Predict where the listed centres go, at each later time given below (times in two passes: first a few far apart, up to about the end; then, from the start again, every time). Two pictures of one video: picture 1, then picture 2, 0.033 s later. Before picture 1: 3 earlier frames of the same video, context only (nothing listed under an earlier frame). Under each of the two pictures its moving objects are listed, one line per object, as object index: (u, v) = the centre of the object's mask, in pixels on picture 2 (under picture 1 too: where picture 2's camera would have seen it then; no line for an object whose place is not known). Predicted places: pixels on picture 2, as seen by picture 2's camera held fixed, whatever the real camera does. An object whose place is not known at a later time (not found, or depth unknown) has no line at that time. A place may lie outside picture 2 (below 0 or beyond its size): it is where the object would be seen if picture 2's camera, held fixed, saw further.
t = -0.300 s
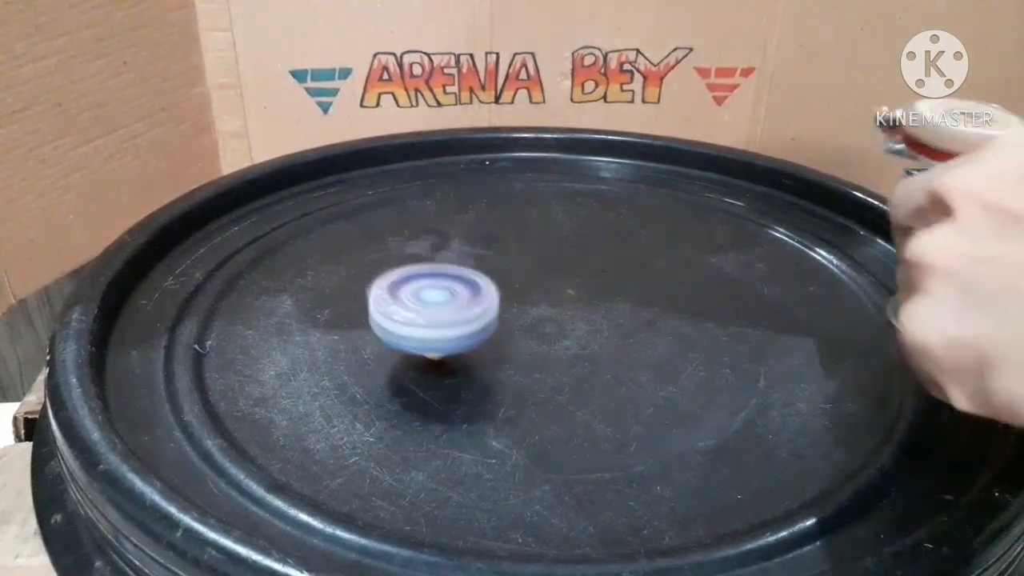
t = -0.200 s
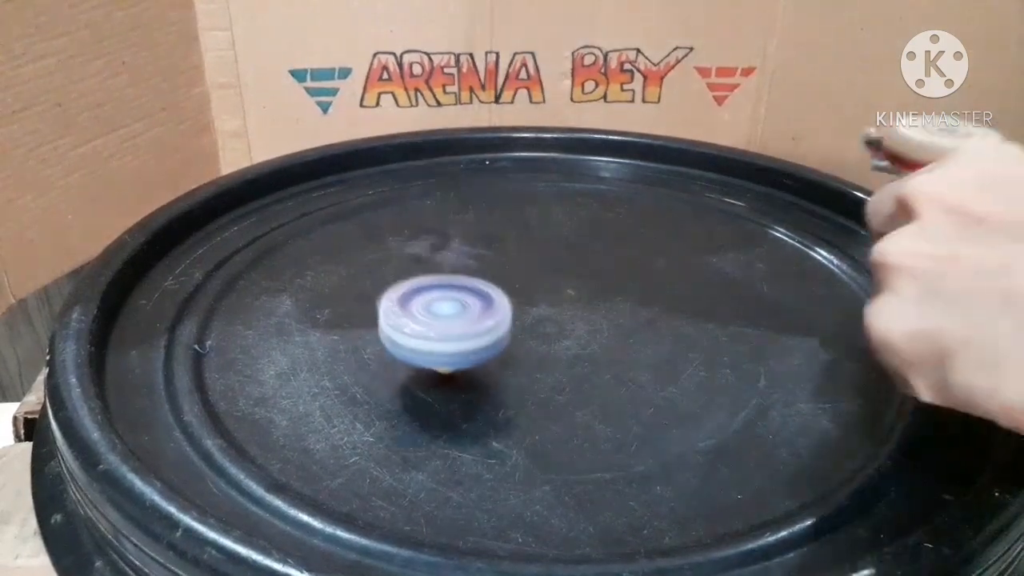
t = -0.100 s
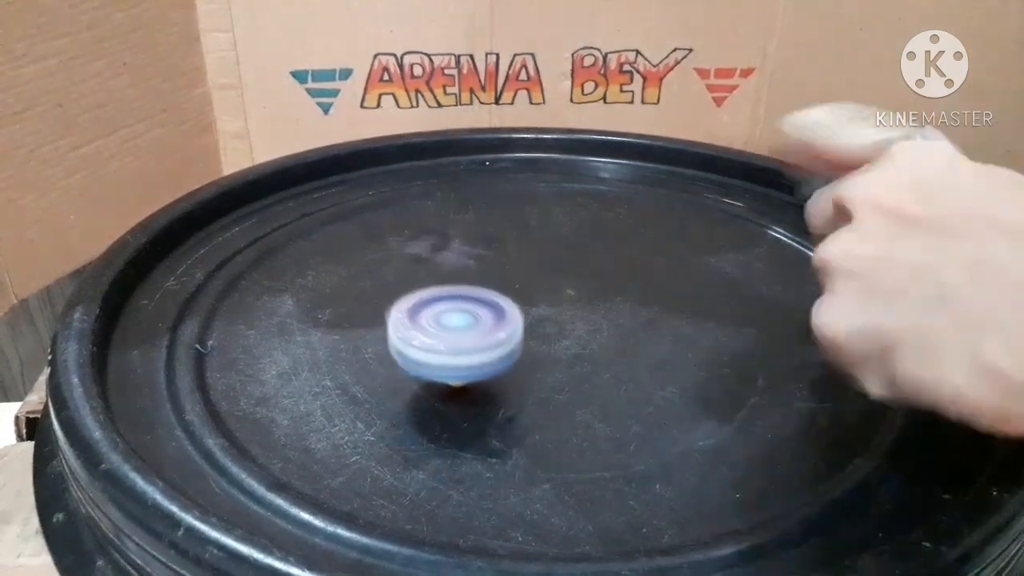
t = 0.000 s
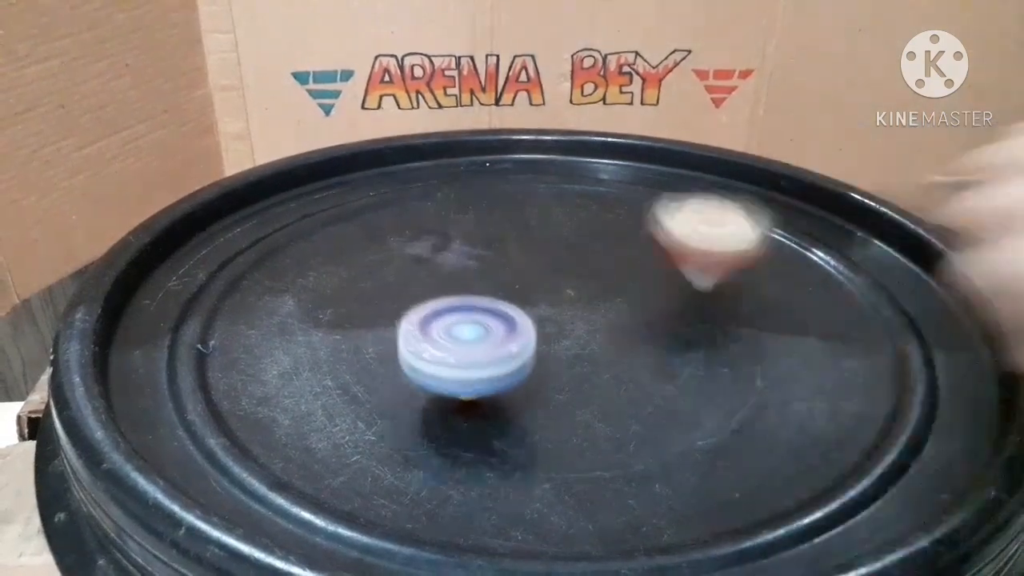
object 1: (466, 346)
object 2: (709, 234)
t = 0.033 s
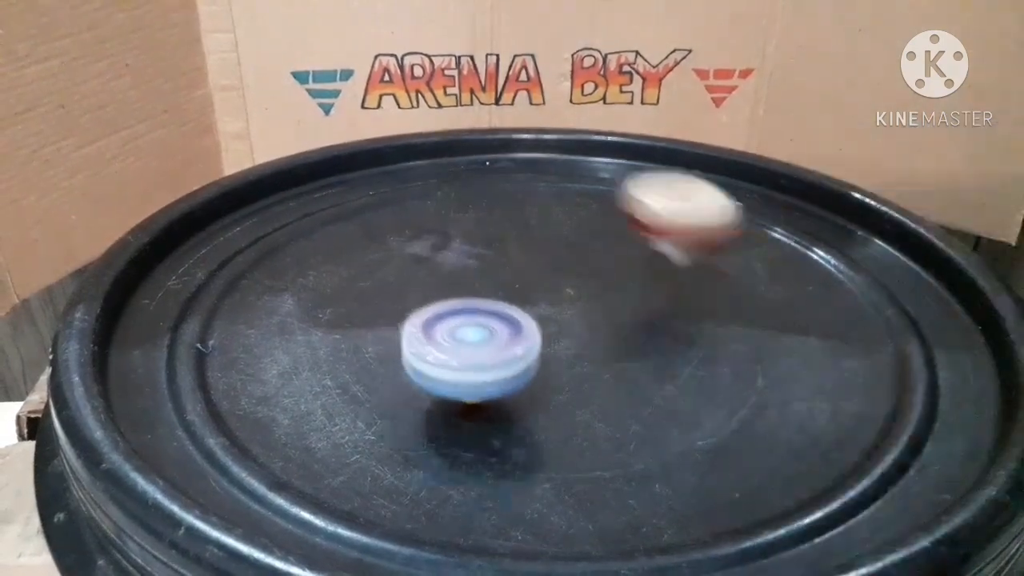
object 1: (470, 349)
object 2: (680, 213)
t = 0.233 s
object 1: (492, 370)
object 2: (517, 217)
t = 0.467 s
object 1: (512, 382)
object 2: (408, 210)
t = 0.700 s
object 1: (530, 383)
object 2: (313, 253)
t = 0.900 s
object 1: (540, 376)
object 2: (339, 304)
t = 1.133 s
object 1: (561, 369)
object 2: (435, 319)
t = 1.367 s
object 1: (635, 389)
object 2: (448, 273)
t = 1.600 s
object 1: (682, 395)
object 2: (441, 245)
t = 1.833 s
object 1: (687, 385)
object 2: (423, 241)
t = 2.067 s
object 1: (691, 364)
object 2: (427, 245)
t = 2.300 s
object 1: (665, 343)
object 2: (457, 248)
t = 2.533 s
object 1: (611, 322)
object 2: (502, 259)
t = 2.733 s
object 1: (569, 330)
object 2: (532, 244)
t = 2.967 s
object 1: (517, 362)
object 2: (499, 222)
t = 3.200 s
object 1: (466, 387)
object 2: (474, 224)
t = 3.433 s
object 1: (416, 387)
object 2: (470, 234)
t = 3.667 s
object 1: (393, 368)
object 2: (489, 247)
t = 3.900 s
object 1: (404, 341)
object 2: (523, 265)
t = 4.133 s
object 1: (435, 318)
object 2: (557, 270)
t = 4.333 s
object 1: (458, 300)
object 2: (569, 268)
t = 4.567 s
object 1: (441, 280)
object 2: (597, 266)
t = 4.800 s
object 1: (410, 265)
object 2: (592, 260)
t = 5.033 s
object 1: (391, 257)
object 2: (586, 257)
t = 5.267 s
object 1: (386, 256)
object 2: (576, 256)
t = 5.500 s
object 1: (395, 259)
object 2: (569, 256)
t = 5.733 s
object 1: (422, 266)
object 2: (560, 256)
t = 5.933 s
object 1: (445, 273)
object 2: (558, 255)
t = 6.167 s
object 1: (451, 282)
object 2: (563, 252)
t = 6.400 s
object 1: (465, 290)
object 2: (566, 251)
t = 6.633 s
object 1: (485, 293)
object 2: (570, 250)
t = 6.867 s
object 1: (500, 293)
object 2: (572, 248)
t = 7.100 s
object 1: (502, 295)
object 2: (574, 248)
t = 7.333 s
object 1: (500, 297)
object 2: (571, 249)
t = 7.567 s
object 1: (499, 299)
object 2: (570, 250)
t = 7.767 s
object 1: (492, 300)
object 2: (568, 252)
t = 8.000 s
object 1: (484, 300)
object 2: (560, 254)
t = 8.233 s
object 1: (466, 298)
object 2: (550, 256)
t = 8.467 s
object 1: (449, 299)
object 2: (535, 257)
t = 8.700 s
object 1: (438, 302)
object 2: (520, 257)
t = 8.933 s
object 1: (434, 306)
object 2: (507, 256)
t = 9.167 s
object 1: (432, 311)
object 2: (499, 255)
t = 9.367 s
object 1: (437, 316)
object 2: (494, 256)
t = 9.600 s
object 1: (446, 320)
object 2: (493, 258)
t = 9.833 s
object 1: (452, 325)
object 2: (497, 260)
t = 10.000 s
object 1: (458, 327)
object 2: (497, 261)
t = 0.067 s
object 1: (474, 353)
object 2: (648, 201)
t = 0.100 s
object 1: (478, 357)
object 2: (614, 207)
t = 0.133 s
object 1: (482, 361)
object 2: (583, 224)
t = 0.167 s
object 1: (486, 364)
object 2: (560, 213)
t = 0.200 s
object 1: (489, 367)
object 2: (537, 212)
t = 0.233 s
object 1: (492, 370)
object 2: (517, 217)
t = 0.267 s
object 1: (495, 372)
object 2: (498, 213)
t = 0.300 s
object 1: (498, 374)
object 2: (481, 212)
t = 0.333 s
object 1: (501, 376)
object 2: (469, 211)
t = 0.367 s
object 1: (504, 377)
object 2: (454, 210)
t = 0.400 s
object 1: (507, 380)
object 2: (440, 210)
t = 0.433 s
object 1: (509, 381)
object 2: (424, 210)
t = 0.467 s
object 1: (512, 382)
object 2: (408, 210)
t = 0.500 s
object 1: (515, 383)
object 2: (392, 213)
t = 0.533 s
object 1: (518, 383)
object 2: (376, 217)
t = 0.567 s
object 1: (520, 384)
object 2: (360, 221)
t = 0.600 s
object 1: (523, 384)
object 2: (345, 228)
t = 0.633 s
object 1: (526, 384)
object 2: (331, 235)
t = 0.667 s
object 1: (528, 383)
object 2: (321, 244)
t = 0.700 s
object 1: (530, 383)
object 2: (313, 253)
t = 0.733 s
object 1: (533, 382)
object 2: (309, 262)
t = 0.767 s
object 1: (536, 381)
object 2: (309, 273)
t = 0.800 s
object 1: (537, 379)
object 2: (311, 282)
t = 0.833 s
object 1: (537, 378)
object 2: (318, 289)
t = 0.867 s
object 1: (538, 377)
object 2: (327, 297)
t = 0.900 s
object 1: (540, 376)
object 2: (339, 304)
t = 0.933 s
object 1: (541, 373)
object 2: (353, 311)
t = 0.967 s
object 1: (543, 372)
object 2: (367, 316)
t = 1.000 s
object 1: (544, 370)
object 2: (383, 321)
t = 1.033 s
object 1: (544, 368)
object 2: (399, 325)
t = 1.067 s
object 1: (544, 366)
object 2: (416, 327)
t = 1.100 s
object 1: (547, 365)
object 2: (429, 326)
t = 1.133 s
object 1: (561, 369)
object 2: (435, 319)
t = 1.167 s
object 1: (573, 373)
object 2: (437, 311)
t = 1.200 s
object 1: (584, 376)
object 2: (439, 304)
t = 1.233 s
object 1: (594, 379)
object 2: (440, 297)
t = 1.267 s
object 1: (605, 382)
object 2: (442, 291)
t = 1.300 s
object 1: (615, 385)
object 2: (444, 284)
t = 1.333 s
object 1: (625, 387)
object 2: (446, 279)
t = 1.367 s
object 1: (635, 389)
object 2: (448, 273)
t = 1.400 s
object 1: (644, 390)
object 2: (449, 268)
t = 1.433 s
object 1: (653, 391)
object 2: (449, 264)
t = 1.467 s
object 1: (661, 393)
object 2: (448, 259)
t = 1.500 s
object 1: (668, 394)
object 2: (447, 255)
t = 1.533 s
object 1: (674, 394)
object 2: (445, 251)
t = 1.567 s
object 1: (679, 395)
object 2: (444, 248)
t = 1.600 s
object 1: (682, 395)
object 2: (441, 245)
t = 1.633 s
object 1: (685, 395)
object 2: (438, 242)
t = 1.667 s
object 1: (686, 394)
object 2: (435, 241)
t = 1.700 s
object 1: (686, 394)
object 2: (431, 240)
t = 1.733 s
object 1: (686, 392)
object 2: (428, 240)
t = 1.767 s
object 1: (686, 390)
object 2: (426, 241)
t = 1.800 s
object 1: (687, 387)
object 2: (424, 241)
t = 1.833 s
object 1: (687, 385)
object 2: (423, 241)
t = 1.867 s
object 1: (689, 382)
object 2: (423, 242)
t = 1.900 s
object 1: (690, 379)
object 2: (422, 242)
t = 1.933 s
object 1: (691, 376)
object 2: (422, 243)
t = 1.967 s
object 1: (692, 373)
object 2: (423, 243)
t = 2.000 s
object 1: (692, 370)
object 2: (424, 244)
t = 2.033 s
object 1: (692, 367)
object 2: (425, 245)
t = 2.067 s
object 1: (691, 364)
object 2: (427, 245)
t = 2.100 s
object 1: (689, 361)
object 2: (429, 246)
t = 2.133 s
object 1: (687, 358)
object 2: (433, 246)
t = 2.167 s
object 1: (684, 354)
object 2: (436, 246)
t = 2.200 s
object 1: (680, 351)
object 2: (441, 246)
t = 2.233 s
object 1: (675, 349)
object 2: (446, 247)
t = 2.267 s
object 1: (671, 346)
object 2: (451, 247)
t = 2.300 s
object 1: (665, 343)
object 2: (457, 248)
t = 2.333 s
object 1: (659, 340)
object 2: (462, 248)
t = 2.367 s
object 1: (653, 337)
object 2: (468, 248)
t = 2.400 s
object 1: (646, 334)
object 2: (474, 249)
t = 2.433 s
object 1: (638, 331)
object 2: (481, 251)
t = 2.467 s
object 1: (630, 329)
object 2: (488, 254)
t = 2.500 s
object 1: (621, 326)
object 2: (495, 256)
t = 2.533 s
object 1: (611, 322)
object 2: (502, 259)
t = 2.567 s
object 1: (603, 320)
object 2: (509, 261)
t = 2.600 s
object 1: (594, 318)
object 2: (515, 261)
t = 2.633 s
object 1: (584, 315)
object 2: (520, 258)
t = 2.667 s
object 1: (580, 320)
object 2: (526, 253)
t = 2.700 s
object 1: (575, 326)
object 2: (530, 248)
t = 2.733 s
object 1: (569, 330)
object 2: (532, 244)
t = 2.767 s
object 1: (563, 335)
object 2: (529, 240)
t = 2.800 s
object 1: (555, 340)
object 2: (526, 236)
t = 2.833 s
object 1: (547, 345)
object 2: (522, 233)
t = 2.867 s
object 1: (539, 349)
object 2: (516, 229)
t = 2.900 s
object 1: (532, 354)
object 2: (510, 226)
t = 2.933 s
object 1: (524, 358)
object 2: (504, 224)
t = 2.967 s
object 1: (517, 362)
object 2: (499, 222)
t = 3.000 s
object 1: (510, 366)
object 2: (494, 222)
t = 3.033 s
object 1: (504, 371)
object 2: (490, 222)
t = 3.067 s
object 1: (496, 375)
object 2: (484, 221)
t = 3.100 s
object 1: (488, 379)
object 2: (481, 222)
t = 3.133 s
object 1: (481, 382)
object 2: (478, 222)
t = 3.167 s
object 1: (474, 385)
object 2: (476, 223)
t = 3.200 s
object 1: (466, 387)
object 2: (474, 224)
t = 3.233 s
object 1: (459, 388)
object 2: (472, 225)
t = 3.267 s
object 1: (451, 389)
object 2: (471, 226)
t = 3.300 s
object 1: (443, 390)
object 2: (469, 228)
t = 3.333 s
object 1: (436, 390)
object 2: (469, 229)
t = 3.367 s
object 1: (429, 389)
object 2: (469, 231)
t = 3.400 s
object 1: (422, 388)
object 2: (469, 232)
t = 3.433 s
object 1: (416, 387)
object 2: (470, 234)
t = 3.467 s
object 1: (410, 385)
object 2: (471, 236)
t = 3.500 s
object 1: (406, 383)
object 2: (473, 238)
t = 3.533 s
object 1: (402, 380)
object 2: (475, 240)
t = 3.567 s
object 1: (398, 378)
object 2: (478, 242)
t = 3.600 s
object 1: (396, 375)
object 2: (481, 243)
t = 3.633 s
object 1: (394, 372)
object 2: (485, 245)
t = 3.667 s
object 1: (393, 368)
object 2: (489, 247)
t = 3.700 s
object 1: (392, 364)
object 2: (493, 250)
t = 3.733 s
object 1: (392, 360)
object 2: (498, 253)
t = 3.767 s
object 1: (393, 356)
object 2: (502, 256)
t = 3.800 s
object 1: (395, 352)
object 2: (507, 259)
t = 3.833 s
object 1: (398, 349)
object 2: (512, 261)
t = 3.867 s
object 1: (401, 345)
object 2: (518, 263)
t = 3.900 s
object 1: (404, 341)
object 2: (523, 265)
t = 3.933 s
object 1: (408, 337)
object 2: (529, 266)
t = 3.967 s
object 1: (413, 334)
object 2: (534, 267)
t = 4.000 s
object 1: (417, 330)
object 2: (539, 268)
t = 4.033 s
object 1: (422, 327)
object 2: (545, 269)
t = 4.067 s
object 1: (426, 324)
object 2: (550, 269)
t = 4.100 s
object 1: (431, 321)
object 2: (554, 270)
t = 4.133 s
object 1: (435, 318)
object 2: (557, 270)
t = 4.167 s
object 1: (440, 315)
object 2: (559, 270)
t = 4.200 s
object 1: (444, 312)
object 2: (562, 269)
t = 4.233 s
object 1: (448, 309)
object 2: (565, 269)
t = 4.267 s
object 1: (452, 306)
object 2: (567, 268)
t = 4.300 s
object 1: (455, 303)
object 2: (568, 268)
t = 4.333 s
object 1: (458, 300)
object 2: (569, 268)
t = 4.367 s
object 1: (461, 297)
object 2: (570, 268)
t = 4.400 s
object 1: (464, 294)
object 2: (571, 268)
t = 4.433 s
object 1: (465, 290)
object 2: (573, 269)
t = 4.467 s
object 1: (458, 287)
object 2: (581, 268)
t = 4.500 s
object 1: (452, 285)
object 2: (589, 267)
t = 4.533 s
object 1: (447, 282)
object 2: (595, 266)
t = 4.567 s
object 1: (441, 280)
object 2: (597, 266)
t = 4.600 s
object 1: (436, 277)
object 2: (598, 265)
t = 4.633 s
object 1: (432, 275)
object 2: (597, 264)
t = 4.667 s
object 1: (427, 273)
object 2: (597, 264)
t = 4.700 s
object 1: (422, 270)
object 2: (595, 263)
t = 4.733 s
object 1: (418, 268)
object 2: (594, 262)
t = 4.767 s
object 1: (414, 267)
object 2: (593, 261)
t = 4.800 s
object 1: (410, 265)
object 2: (592, 260)
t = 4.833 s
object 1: (407, 263)
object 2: (591, 260)
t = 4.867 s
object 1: (404, 262)
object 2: (591, 259)
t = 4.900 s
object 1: (401, 261)
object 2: (590, 259)
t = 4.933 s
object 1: (398, 260)
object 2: (588, 258)
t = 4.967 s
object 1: (395, 259)
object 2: (588, 258)
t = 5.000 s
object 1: (393, 258)
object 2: (587, 257)
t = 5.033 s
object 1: (391, 257)
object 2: (586, 257)
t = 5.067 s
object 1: (390, 257)
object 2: (584, 257)
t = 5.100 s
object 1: (388, 256)
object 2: (583, 257)
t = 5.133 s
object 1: (387, 256)
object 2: (582, 256)
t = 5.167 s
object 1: (387, 256)
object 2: (581, 256)
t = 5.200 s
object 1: (387, 256)
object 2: (579, 256)
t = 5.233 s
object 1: (387, 255)
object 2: (578, 256)
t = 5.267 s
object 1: (386, 256)
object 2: (576, 256)
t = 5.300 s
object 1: (386, 256)
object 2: (575, 256)
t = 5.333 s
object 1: (387, 256)
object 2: (574, 256)
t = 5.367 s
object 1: (387, 257)
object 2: (573, 256)
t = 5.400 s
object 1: (389, 257)
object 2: (572, 256)
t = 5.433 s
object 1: (390, 257)
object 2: (571, 256)
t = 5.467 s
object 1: (393, 258)
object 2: (570, 256)
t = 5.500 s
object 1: (395, 259)
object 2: (569, 256)
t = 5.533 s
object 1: (398, 260)
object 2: (568, 256)
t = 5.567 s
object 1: (401, 261)
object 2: (567, 256)
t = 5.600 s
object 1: (405, 262)
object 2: (566, 256)
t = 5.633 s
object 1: (409, 263)
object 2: (565, 256)
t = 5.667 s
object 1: (413, 264)
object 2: (563, 256)
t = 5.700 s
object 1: (417, 265)
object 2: (562, 256)
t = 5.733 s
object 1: (422, 266)
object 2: (560, 256)
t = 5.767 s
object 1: (427, 268)
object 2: (558, 256)
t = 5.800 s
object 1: (433, 269)
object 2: (557, 256)
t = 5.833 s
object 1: (439, 270)
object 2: (554, 256)
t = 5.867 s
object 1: (443, 271)
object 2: (553, 256)
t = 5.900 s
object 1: (445, 272)
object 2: (555, 256)
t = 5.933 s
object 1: (445, 273)
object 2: (558, 255)
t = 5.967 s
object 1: (445, 274)
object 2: (561, 255)
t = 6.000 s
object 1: (446, 276)
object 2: (562, 255)
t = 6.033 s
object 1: (446, 277)
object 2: (562, 254)
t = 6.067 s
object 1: (447, 278)
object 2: (563, 254)
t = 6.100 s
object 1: (448, 279)
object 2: (563, 253)
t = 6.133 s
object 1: (449, 280)
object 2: (563, 253)
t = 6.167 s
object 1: (451, 282)
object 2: (563, 252)
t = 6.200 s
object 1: (452, 283)
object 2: (564, 252)
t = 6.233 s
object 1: (454, 284)
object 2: (565, 252)
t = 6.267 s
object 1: (456, 285)
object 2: (565, 251)
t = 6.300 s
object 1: (458, 287)
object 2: (565, 252)
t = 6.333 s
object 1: (460, 288)
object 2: (566, 251)
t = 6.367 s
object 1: (463, 289)
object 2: (566, 251)
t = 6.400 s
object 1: (465, 290)
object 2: (566, 251)
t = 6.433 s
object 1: (468, 290)
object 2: (567, 251)
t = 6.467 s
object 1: (471, 291)
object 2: (567, 251)
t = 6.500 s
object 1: (474, 292)
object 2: (568, 251)
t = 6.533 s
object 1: (476, 292)
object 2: (568, 250)
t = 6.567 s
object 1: (480, 293)
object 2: (568, 250)
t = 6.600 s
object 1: (482, 293)
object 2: (569, 250)
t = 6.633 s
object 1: (485, 293)
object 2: (570, 250)
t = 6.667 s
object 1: (487, 293)
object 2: (570, 250)
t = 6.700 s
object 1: (490, 293)
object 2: (570, 249)
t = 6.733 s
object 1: (494, 293)
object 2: (570, 249)
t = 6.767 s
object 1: (496, 293)
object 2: (571, 248)
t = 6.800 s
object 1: (498, 293)
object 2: (571, 248)
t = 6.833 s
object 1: (500, 293)
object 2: (572, 248)
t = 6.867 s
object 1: (500, 293)
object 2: (572, 248)
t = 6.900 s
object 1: (501, 293)
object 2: (573, 247)
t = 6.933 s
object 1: (501, 293)
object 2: (574, 248)
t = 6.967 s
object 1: (502, 294)
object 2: (574, 248)
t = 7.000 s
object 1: (502, 294)
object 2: (574, 248)
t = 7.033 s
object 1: (502, 294)
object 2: (574, 248)
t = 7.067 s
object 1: (502, 295)
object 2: (574, 248)
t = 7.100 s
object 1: (502, 295)
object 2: (574, 248)
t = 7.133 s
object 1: (502, 295)
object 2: (574, 248)
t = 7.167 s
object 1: (501, 296)
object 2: (573, 248)
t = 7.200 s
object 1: (502, 296)
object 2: (573, 248)
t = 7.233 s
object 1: (502, 296)
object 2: (572, 248)
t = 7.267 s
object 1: (501, 297)
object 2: (572, 248)
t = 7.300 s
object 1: (501, 297)
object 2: (571, 248)
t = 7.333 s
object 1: (500, 297)
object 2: (571, 249)
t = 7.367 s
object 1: (500, 298)
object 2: (571, 249)
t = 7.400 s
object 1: (500, 298)
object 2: (571, 249)
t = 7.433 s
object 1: (500, 298)
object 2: (571, 250)
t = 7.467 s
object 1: (500, 298)
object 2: (571, 250)
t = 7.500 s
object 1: (499, 299)
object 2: (570, 250)
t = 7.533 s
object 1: (499, 299)
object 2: (570, 250)
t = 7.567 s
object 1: (499, 299)
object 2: (570, 250)
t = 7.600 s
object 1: (498, 299)
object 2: (570, 251)
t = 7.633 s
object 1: (497, 299)
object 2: (569, 251)
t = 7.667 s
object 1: (496, 300)
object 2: (569, 251)
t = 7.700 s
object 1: (494, 300)
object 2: (569, 252)
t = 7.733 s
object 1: (493, 300)
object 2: (568, 252)
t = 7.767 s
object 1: (492, 300)
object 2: (568, 252)
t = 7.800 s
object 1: (491, 300)
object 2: (567, 253)
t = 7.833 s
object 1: (490, 300)
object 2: (566, 253)
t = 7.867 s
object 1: (490, 300)
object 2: (565, 253)
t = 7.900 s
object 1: (489, 300)
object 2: (564, 253)
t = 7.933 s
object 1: (486, 300)
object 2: (563, 254)
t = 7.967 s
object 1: (485, 300)
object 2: (561, 254)
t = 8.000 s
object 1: (484, 300)
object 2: (560, 254)
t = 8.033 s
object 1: (482, 300)
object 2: (558, 254)
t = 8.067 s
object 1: (480, 300)
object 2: (557, 255)
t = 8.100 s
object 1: (477, 299)
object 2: (556, 255)
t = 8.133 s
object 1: (474, 299)
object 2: (554, 256)
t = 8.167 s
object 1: (471, 299)
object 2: (553, 256)
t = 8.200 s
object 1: (468, 299)
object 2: (552, 256)
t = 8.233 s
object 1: (466, 298)
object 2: (550, 256)
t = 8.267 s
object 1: (463, 299)
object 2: (548, 256)
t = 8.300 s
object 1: (461, 298)
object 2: (546, 256)
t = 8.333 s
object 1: (458, 298)
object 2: (544, 256)
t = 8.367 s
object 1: (456, 299)
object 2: (542, 257)
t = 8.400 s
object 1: (454, 299)
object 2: (540, 257)
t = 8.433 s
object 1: (452, 299)
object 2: (538, 257)
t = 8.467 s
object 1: (449, 299)
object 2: (535, 257)
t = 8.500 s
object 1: (447, 300)
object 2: (533, 257)
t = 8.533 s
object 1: (445, 300)
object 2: (531, 257)
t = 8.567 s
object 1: (444, 300)
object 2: (529, 257)
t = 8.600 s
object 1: (442, 301)
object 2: (526, 257)
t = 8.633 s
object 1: (440, 301)
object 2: (524, 257)
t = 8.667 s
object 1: (439, 302)
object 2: (522, 257)
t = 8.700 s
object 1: (438, 302)
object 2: (520, 257)
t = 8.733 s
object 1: (437, 303)
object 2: (518, 256)
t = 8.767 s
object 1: (436, 303)
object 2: (516, 256)
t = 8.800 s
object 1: (436, 304)
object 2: (514, 256)
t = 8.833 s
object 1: (435, 304)
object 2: (512, 256)
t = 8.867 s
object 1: (435, 304)
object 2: (510, 256)
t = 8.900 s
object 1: (434, 305)
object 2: (509, 256)
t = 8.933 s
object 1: (434, 306)
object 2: (507, 256)
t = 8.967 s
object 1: (434, 306)
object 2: (506, 255)
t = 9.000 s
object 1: (434, 307)
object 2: (504, 255)
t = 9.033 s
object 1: (433, 308)
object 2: (503, 255)
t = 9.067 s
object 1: (433, 309)
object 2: (502, 255)
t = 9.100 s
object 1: (432, 310)
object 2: (501, 255)
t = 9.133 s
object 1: (432, 310)
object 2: (500, 255)
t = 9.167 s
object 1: (432, 311)
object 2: (499, 255)
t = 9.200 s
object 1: (432, 312)
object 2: (498, 255)
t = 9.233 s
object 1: (433, 313)
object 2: (498, 255)
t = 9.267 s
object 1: (433, 314)
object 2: (497, 255)
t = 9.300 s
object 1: (435, 314)
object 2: (496, 255)
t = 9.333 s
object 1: (435, 315)
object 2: (495, 255)
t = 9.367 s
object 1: (437, 316)
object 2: (494, 256)
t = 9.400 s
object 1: (438, 316)
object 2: (494, 255)
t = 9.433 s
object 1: (439, 318)
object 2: (493, 256)
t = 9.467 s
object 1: (441, 318)
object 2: (493, 256)
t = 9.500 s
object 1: (442, 319)
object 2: (493, 256)
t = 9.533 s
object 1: (443, 319)
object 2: (493, 257)
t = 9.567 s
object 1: (445, 320)
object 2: (493, 257)
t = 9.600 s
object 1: (446, 320)
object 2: (493, 258)
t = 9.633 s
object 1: (447, 321)
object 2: (493, 257)
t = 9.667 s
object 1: (447, 322)
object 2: (494, 259)
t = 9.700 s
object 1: (448, 323)
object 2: (495, 259)
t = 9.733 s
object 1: (450, 324)
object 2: (495, 259)
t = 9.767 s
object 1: (450, 324)
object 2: (495, 259)
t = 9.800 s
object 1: (451, 325)
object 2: (496, 260)
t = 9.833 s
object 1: (452, 325)
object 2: (497, 260)
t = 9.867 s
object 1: (453, 326)
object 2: (497, 260)
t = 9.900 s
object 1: (454, 326)
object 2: (497, 261)
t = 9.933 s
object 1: (456, 327)
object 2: (497, 260)
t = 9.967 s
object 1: (457, 327)
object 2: (497, 261)
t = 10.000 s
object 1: (458, 327)
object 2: (497, 261)
